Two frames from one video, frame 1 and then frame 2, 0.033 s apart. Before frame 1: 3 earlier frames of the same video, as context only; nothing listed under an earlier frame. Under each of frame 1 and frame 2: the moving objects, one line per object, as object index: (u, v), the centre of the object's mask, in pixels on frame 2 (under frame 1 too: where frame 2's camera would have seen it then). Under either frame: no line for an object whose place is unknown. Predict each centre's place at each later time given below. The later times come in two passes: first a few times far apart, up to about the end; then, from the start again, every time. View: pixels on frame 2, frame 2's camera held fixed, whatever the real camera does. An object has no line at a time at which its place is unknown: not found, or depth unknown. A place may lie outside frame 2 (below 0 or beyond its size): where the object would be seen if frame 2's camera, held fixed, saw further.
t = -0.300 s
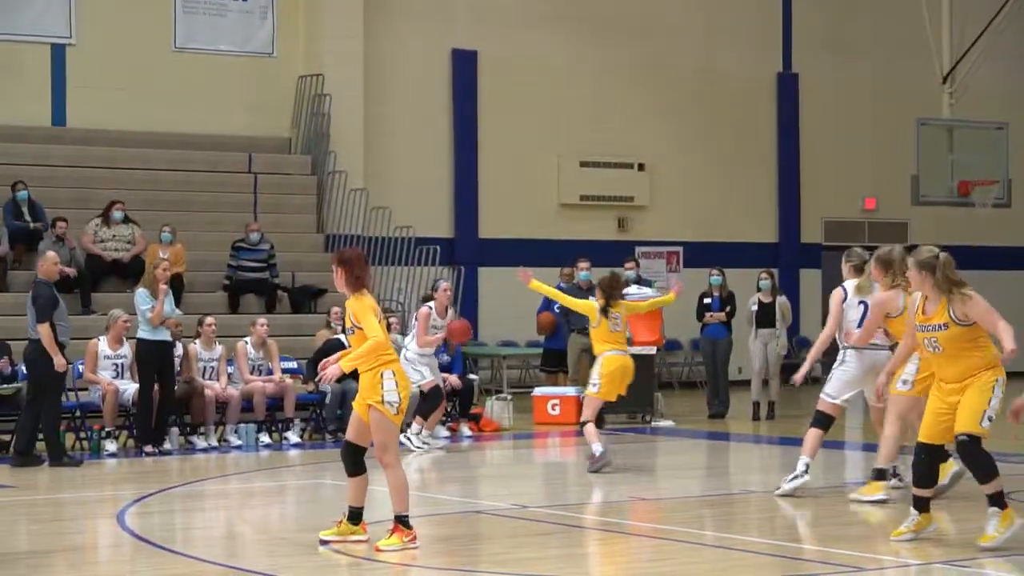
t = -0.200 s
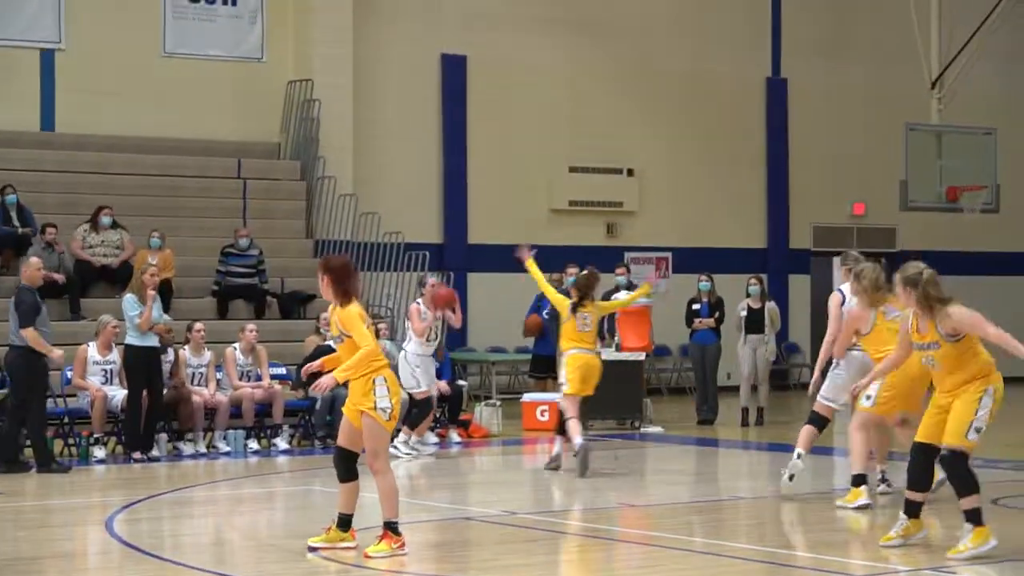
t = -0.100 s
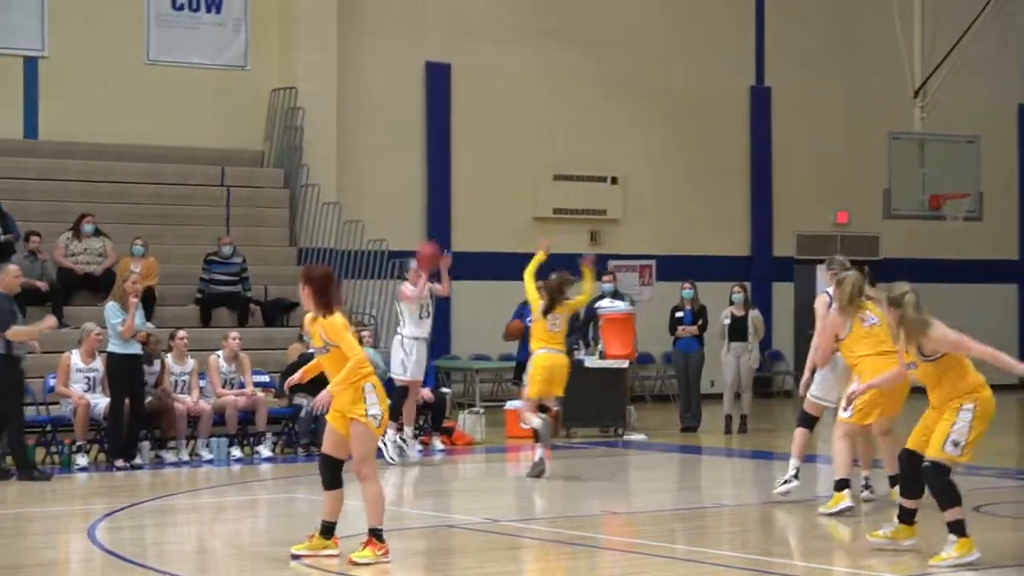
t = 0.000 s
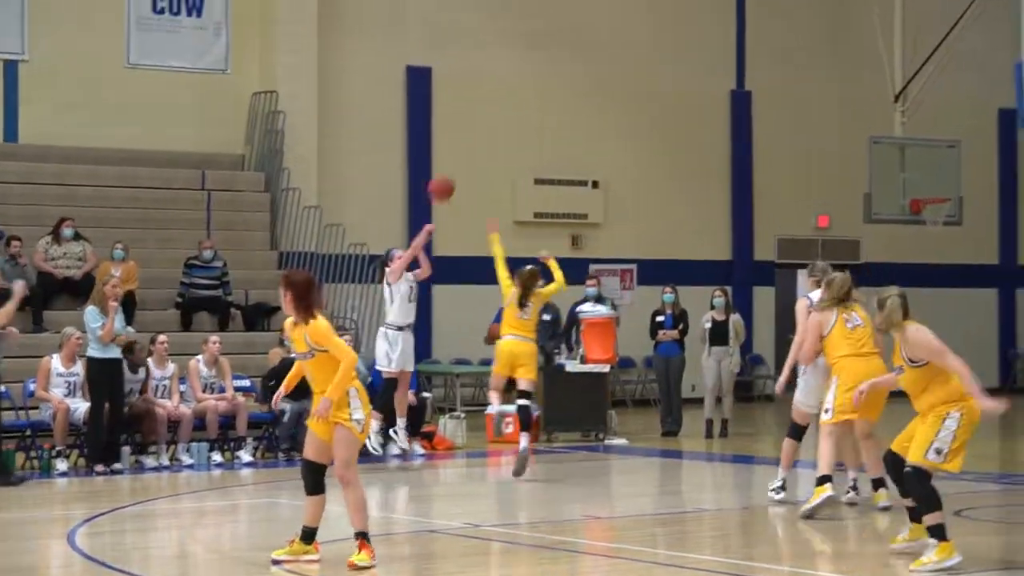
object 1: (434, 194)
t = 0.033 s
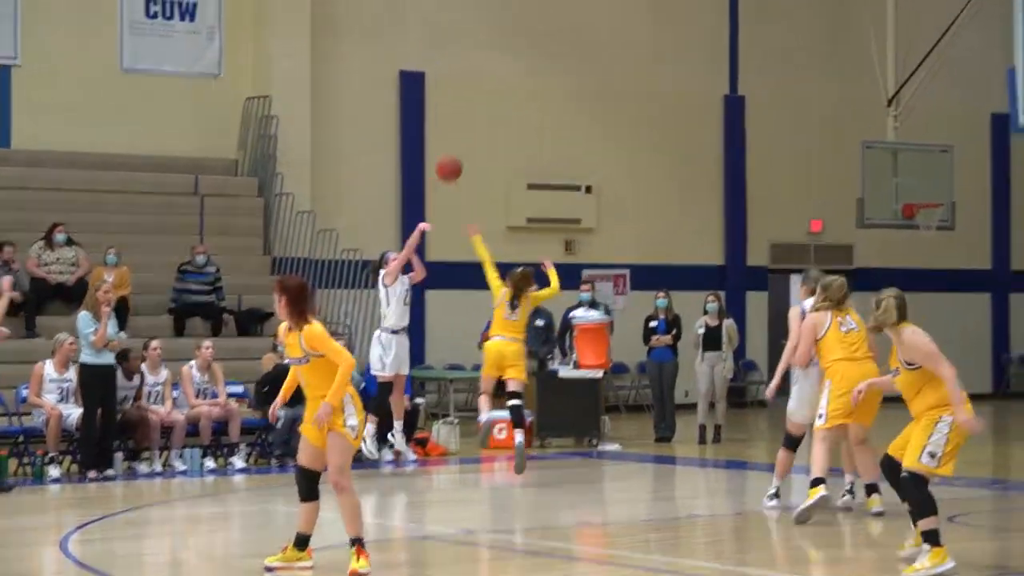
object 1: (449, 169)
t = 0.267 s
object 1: (555, 20)
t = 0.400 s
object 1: (612, -40)
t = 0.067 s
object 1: (463, 144)
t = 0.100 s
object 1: (478, 120)
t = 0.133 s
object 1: (493, 98)
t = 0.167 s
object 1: (508, 77)
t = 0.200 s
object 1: (524, 56)
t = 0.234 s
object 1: (540, 37)
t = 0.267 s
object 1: (555, 20)
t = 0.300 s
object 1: (569, 3)
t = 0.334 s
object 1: (583, -13)
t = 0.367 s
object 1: (597, -27)
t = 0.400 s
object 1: (612, -40)
